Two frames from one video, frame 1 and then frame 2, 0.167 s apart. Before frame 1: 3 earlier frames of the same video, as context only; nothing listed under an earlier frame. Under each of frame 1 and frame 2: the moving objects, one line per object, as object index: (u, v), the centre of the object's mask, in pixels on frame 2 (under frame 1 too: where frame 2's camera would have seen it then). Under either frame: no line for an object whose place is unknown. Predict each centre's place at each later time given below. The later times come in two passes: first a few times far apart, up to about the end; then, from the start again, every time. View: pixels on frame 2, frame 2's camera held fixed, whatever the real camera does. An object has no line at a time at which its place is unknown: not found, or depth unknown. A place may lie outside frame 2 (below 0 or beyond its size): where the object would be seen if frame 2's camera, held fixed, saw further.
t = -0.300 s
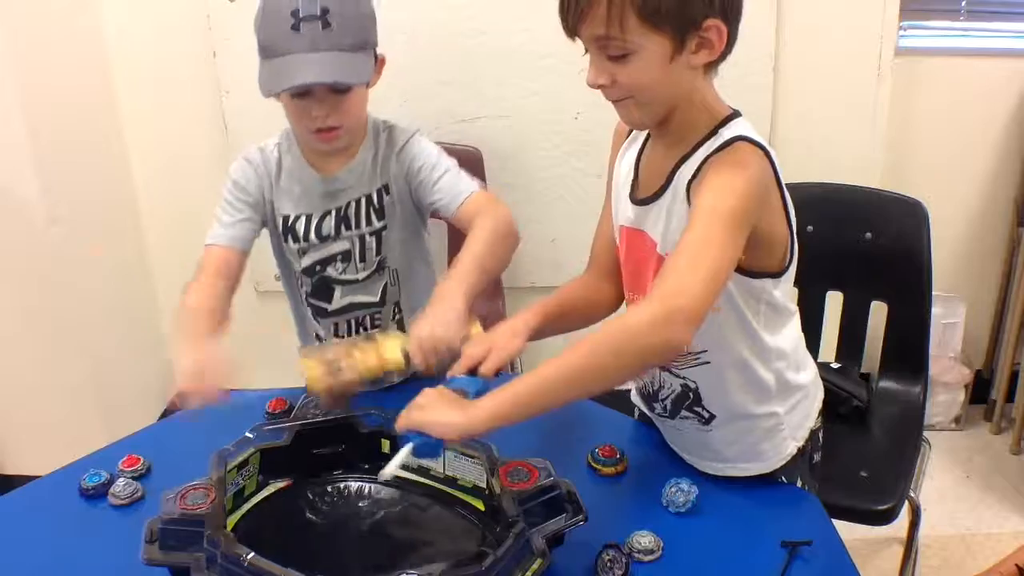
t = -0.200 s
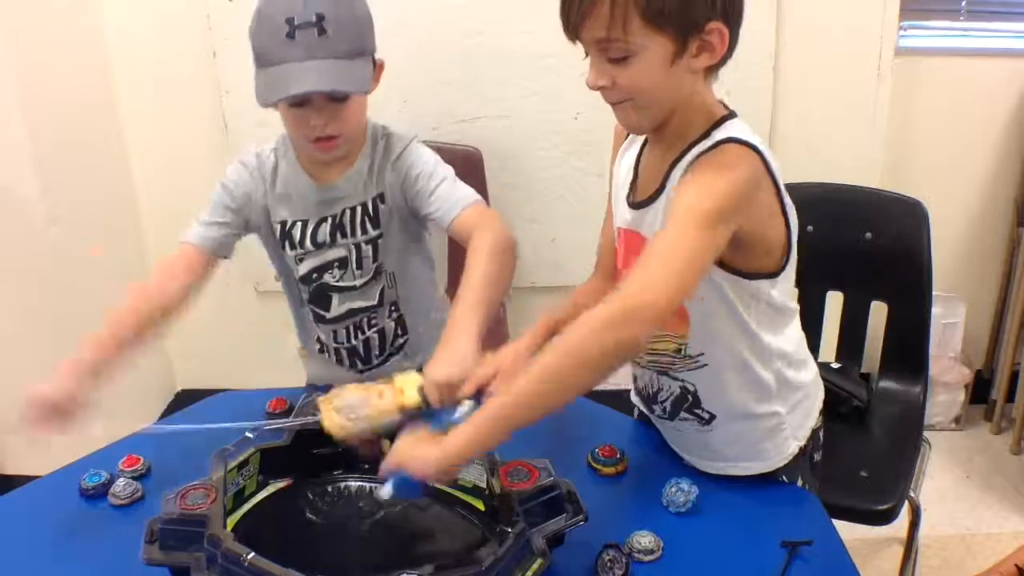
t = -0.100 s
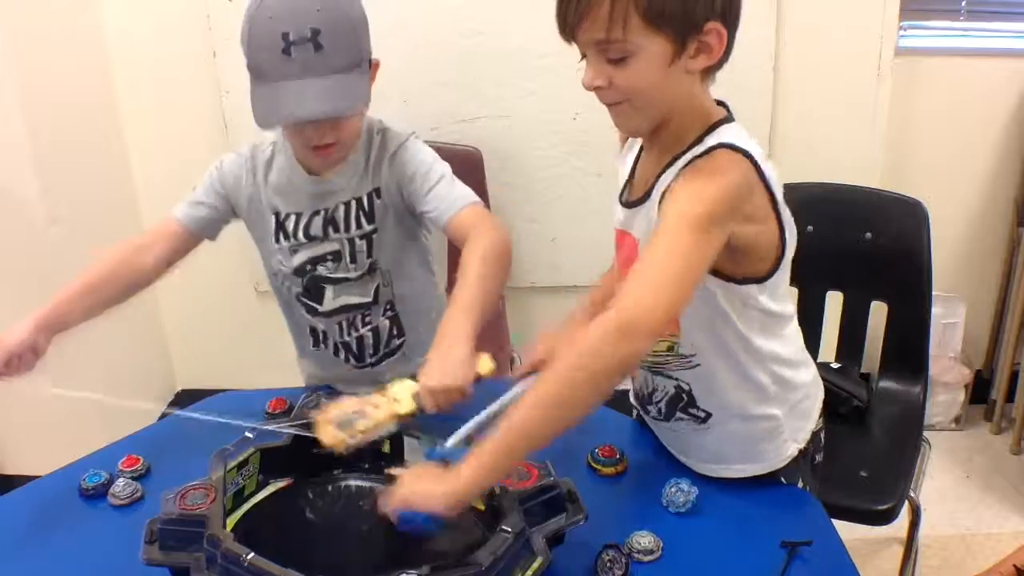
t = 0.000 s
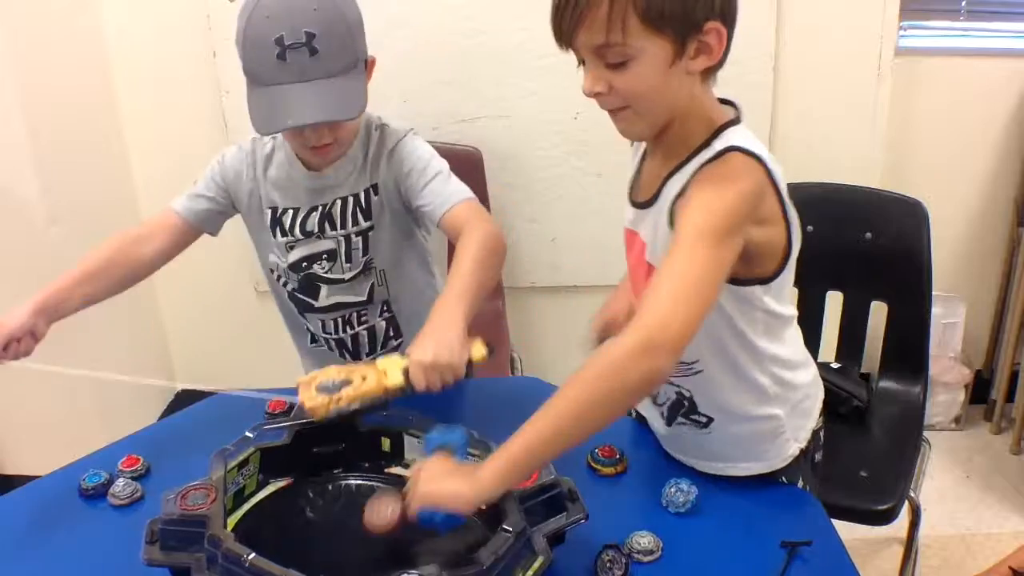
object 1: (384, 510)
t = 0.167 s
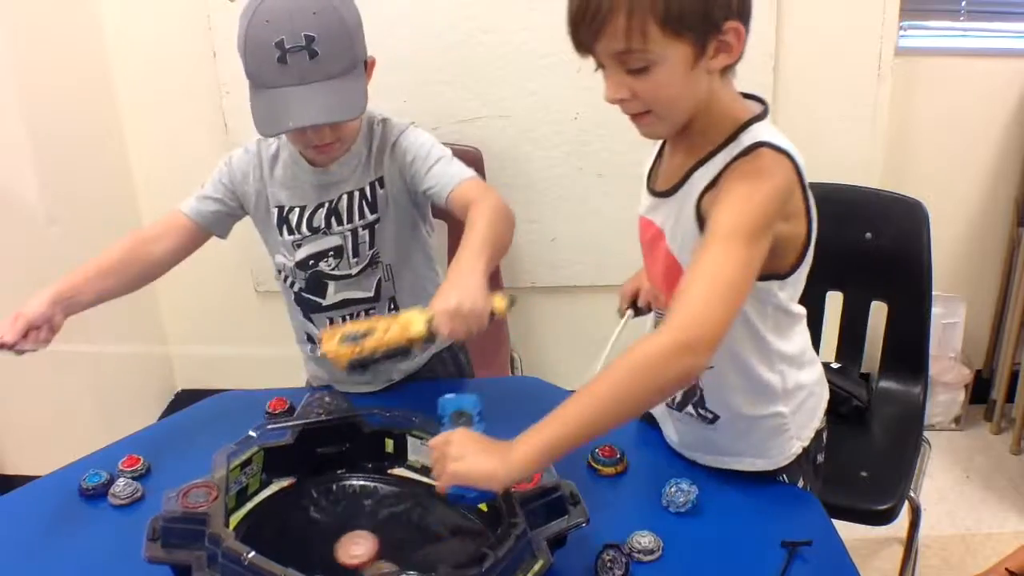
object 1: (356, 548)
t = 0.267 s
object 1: (330, 546)
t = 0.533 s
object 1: (312, 537)
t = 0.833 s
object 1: (293, 510)
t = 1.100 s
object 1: (307, 544)
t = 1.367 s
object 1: (335, 552)
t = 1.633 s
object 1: (358, 549)
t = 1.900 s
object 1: (358, 545)
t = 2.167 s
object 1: (350, 549)
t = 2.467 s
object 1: (332, 556)
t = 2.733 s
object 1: (333, 559)
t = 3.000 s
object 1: (335, 557)
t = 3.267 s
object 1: (341, 555)
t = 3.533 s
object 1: (341, 547)
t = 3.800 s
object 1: (350, 544)
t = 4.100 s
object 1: (357, 539)
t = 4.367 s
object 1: (365, 540)
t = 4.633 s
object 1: (370, 538)
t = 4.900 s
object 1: (372, 540)
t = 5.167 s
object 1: (373, 532)
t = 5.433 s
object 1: (363, 534)
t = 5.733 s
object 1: (355, 544)
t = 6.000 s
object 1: (353, 539)
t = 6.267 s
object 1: (350, 545)
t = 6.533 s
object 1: (351, 550)
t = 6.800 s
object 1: (351, 553)
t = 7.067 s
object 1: (349, 556)
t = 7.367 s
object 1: (349, 558)
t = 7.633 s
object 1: (351, 559)
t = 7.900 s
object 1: (338, 558)
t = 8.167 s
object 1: (345, 557)
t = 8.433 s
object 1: (336, 552)
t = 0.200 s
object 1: (347, 550)
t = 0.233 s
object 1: (338, 552)
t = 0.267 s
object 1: (330, 546)
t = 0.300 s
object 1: (323, 543)
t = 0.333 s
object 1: (317, 538)
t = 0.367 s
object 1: (313, 535)
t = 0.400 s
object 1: (310, 533)
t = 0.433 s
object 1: (308, 532)
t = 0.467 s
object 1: (309, 532)
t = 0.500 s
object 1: (310, 534)
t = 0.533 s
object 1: (312, 537)
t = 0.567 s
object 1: (313, 540)
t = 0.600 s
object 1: (309, 531)
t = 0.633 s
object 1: (304, 523)
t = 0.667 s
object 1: (300, 516)
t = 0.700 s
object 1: (298, 511)
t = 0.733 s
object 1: (296, 509)
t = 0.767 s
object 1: (295, 507)
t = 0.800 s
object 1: (294, 508)
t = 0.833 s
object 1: (293, 510)
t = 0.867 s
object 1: (294, 513)
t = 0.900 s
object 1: (294, 518)
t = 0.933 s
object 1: (295, 523)
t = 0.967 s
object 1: (297, 527)
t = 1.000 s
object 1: (299, 532)
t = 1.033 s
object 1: (301, 537)
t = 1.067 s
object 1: (303, 540)
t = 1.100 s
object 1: (307, 544)
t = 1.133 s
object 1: (310, 546)
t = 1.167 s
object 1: (314, 548)
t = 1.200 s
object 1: (318, 550)
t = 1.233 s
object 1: (322, 550)
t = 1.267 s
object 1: (325, 551)
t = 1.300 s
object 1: (329, 551)
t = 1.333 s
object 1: (332, 551)
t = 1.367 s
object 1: (335, 552)
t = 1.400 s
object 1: (339, 551)
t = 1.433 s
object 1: (342, 551)
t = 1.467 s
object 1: (346, 551)
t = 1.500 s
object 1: (350, 551)
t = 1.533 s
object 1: (352, 550)
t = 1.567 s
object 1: (354, 550)
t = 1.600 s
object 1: (356, 549)
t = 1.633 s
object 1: (358, 549)
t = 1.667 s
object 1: (359, 548)
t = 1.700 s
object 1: (360, 548)
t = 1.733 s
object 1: (361, 547)
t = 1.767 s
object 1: (361, 546)
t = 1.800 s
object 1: (362, 546)
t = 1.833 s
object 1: (362, 546)
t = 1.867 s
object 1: (361, 545)
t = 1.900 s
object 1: (358, 545)
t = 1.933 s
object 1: (357, 545)
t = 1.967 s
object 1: (356, 545)
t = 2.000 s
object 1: (356, 546)
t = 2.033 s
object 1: (355, 546)
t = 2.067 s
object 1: (354, 547)
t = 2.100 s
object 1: (353, 548)
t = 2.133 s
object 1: (352, 548)
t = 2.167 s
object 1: (350, 549)
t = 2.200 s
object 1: (350, 550)
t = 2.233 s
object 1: (349, 550)
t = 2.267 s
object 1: (348, 550)
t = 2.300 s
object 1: (347, 552)
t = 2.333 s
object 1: (341, 553)
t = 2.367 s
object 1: (337, 554)
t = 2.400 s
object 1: (334, 555)
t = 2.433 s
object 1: (333, 555)
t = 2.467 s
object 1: (332, 556)
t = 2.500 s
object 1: (332, 557)
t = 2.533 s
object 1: (332, 558)
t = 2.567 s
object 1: (332, 558)
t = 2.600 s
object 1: (332, 558)
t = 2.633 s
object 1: (332, 559)
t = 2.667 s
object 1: (332, 559)
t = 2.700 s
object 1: (333, 559)
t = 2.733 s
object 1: (333, 559)
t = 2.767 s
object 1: (334, 559)
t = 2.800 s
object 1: (337, 559)
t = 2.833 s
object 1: (338, 559)
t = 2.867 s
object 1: (339, 559)
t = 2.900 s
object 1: (340, 558)
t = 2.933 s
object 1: (340, 558)
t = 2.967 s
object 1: (337, 558)
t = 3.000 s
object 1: (335, 557)
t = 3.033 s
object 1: (335, 557)
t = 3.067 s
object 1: (335, 556)
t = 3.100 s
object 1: (335, 556)
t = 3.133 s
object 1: (337, 556)
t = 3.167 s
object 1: (338, 555)
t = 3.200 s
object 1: (338, 555)
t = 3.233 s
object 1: (339, 555)
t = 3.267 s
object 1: (341, 555)
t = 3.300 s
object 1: (342, 554)
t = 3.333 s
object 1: (339, 552)
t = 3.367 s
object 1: (338, 551)
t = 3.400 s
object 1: (338, 549)
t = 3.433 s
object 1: (338, 548)
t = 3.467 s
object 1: (338, 548)
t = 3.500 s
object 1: (339, 547)
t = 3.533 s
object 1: (341, 547)
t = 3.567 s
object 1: (341, 546)
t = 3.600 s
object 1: (342, 546)
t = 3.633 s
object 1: (343, 545)
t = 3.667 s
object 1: (345, 545)
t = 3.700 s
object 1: (346, 545)
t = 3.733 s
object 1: (347, 545)
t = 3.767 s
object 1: (349, 544)
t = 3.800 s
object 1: (350, 544)
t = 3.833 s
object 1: (352, 543)
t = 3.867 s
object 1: (353, 543)
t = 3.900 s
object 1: (352, 544)
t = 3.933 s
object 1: (353, 544)
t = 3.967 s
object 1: (354, 543)
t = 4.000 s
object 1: (354, 541)
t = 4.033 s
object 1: (355, 540)
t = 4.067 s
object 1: (356, 540)
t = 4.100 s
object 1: (357, 539)
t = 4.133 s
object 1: (358, 539)
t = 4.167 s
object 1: (359, 539)
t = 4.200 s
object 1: (360, 539)
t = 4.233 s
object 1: (361, 539)
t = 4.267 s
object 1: (362, 540)
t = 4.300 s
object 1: (363, 540)
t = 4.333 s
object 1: (363, 540)
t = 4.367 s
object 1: (365, 540)
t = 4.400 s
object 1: (366, 540)
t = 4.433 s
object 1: (367, 540)
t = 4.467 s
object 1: (369, 538)
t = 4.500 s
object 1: (370, 537)
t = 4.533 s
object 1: (370, 536)
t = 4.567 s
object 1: (371, 536)
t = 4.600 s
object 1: (371, 537)
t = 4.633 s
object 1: (370, 538)
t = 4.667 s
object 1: (370, 540)
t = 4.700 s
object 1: (370, 541)
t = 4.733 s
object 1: (370, 541)
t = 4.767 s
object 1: (370, 542)
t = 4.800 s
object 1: (370, 542)
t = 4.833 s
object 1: (371, 542)
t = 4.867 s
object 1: (371, 541)
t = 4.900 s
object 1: (372, 540)
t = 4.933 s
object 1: (372, 540)
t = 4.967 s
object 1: (373, 541)
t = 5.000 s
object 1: (373, 541)
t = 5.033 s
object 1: (372, 541)
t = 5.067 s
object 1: (372, 542)
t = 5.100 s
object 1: (372, 540)
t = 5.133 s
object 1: (373, 535)
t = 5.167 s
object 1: (373, 532)
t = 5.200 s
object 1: (373, 530)
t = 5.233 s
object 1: (372, 529)
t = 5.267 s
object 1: (371, 529)
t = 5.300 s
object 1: (369, 530)
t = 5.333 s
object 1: (368, 531)
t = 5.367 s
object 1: (366, 532)
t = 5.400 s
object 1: (364, 533)
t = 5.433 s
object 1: (363, 534)
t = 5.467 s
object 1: (361, 536)
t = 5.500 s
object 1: (360, 537)
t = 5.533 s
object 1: (358, 538)
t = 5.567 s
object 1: (357, 539)
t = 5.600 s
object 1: (356, 540)
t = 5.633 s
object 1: (356, 541)
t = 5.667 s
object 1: (356, 542)
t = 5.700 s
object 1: (355, 543)
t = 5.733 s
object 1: (355, 544)
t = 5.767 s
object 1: (355, 545)
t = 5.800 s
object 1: (355, 544)
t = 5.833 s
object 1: (354, 541)
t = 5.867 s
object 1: (354, 539)
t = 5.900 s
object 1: (354, 538)
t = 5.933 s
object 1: (354, 538)
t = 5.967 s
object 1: (353, 539)
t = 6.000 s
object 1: (353, 539)
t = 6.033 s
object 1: (352, 540)
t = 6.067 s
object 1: (351, 541)
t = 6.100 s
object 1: (351, 541)
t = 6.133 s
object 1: (351, 542)
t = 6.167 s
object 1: (350, 543)
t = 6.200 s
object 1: (350, 544)
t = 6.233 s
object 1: (350, 544)
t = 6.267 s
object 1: (350, 545)
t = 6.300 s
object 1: (350, 546)
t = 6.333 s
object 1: (350, 546)
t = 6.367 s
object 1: (350, 547)
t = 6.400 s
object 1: (350, 548)
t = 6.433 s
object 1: (350, 548)
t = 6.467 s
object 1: (351, 549)
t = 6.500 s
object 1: (351, 549)
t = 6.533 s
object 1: (351, 550)
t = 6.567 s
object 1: (351, 551)
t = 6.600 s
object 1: (351, 551)
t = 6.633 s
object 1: (351, 551)
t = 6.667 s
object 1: (352, 551)
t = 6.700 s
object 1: (352, 552)
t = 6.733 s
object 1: (352, 553)
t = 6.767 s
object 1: (352, 553)
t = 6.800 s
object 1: (351, 553)
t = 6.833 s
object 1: (351, 554)
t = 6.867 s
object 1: (351, 554)
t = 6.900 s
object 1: (351, 555)
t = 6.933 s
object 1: (350, 555)
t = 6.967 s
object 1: (350, 555)
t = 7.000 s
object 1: (350, 555)
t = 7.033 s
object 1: (349, 556)
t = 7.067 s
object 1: (349, 556)
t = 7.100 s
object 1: (349, 556)
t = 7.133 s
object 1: (349, 557)
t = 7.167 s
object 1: (349, 557)
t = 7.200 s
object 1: (349, 557)
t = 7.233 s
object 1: (349, 558)
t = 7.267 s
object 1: (349, 558)
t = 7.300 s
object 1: (349, 558)
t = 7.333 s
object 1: (348, 558)
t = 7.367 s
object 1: (349, 558)
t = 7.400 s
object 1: (348, 559)
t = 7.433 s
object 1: (349, 559)
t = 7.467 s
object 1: (349, 559)
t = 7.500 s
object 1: (349, 559)
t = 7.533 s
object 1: (349, 559)
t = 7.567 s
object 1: (350, 559)
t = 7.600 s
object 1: (350, 558)
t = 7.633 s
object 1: (351, 559)
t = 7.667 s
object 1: (351, 559)
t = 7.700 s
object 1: (351, 559)
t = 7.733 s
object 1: (349, 559)
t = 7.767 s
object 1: (342, 559)
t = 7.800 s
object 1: (339, 559)
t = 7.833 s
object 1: (338, 559)
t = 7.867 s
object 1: (337, 559)
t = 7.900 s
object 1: (338, 558)
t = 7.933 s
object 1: (338, 558)
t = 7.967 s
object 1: (339, 558)
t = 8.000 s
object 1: (340, 558)
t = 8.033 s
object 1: (341, 558)
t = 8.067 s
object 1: (342, 558)
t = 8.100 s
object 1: (343, 558)
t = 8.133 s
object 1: (344, 558)
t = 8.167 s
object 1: (345, 557)
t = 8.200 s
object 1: (346, 557)
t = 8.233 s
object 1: (345, 556)
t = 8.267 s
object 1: (345, 556)
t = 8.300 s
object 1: (345, 555)
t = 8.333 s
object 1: (344, 555)
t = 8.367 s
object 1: (341, 554)
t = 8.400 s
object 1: (337, 553)
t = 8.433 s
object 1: (336, 552)
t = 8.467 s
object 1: (336, 552)
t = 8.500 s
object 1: (336, 551)
